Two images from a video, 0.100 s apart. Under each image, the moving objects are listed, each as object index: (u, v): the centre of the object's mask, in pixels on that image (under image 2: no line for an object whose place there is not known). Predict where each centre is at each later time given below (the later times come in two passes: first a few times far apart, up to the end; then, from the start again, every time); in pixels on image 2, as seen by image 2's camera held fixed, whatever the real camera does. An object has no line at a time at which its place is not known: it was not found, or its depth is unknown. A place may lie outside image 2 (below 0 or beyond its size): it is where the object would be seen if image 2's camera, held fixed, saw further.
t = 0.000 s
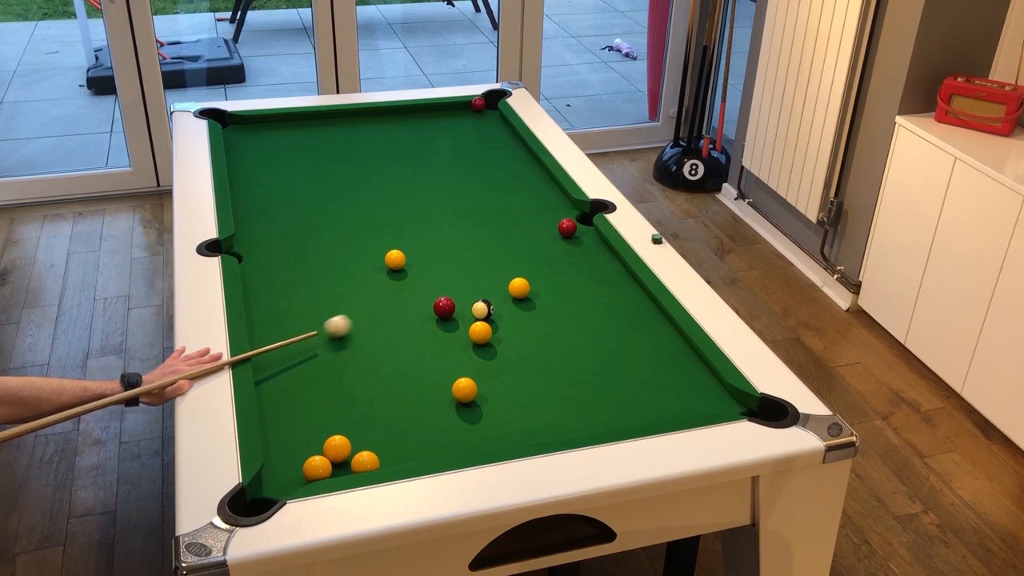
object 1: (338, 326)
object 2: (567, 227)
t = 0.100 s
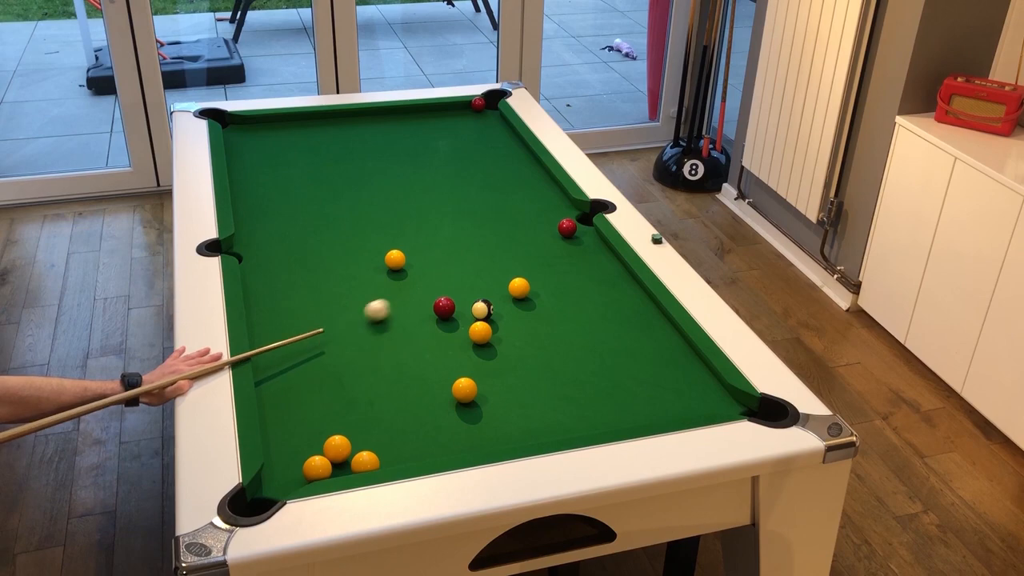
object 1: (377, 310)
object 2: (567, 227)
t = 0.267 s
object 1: (437, 286)
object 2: (567, 227)
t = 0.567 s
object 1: (529, 247)
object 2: (567, 227)
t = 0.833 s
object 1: (578, 238)
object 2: (583, 214)
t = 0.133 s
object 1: (389, 305)
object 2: (567, 227)
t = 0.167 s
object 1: (402, 300)
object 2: (567, 227)
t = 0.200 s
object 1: (414, 295)
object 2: (567, 227)
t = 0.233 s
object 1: (425, 290)
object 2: (567, 227)
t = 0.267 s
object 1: (437, 286)
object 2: (567, 227)
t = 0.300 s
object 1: (448, 281)
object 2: (567, 227)
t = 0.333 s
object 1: (459, 276)
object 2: (567, 227)
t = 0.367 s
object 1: (470, 272)
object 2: (567, 227)
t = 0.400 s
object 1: (480, 268)
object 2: (567, 227)
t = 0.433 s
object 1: (490, 264)
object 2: (567, 227)
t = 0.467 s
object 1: (500, 260)
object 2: (567, 227)
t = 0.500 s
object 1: (510, 255)
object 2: (567, 227)
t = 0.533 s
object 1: (520, 251)
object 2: (567, 227)
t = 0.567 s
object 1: (529, 247)
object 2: (567, 227)
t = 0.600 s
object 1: (538, 244)
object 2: (567, 227)
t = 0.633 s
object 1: (548, 240)
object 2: (567, 227)
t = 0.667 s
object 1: (557, 236)
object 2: (568, 226)
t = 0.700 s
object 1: (562, 236)
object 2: (571, 223)
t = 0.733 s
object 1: (565, 237)
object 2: (574, 221)
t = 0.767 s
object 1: (570, 238)
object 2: (577, 218)
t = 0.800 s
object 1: (574, 238)
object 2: (580, 216)
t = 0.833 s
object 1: (578, 238)
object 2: (583, 214)
